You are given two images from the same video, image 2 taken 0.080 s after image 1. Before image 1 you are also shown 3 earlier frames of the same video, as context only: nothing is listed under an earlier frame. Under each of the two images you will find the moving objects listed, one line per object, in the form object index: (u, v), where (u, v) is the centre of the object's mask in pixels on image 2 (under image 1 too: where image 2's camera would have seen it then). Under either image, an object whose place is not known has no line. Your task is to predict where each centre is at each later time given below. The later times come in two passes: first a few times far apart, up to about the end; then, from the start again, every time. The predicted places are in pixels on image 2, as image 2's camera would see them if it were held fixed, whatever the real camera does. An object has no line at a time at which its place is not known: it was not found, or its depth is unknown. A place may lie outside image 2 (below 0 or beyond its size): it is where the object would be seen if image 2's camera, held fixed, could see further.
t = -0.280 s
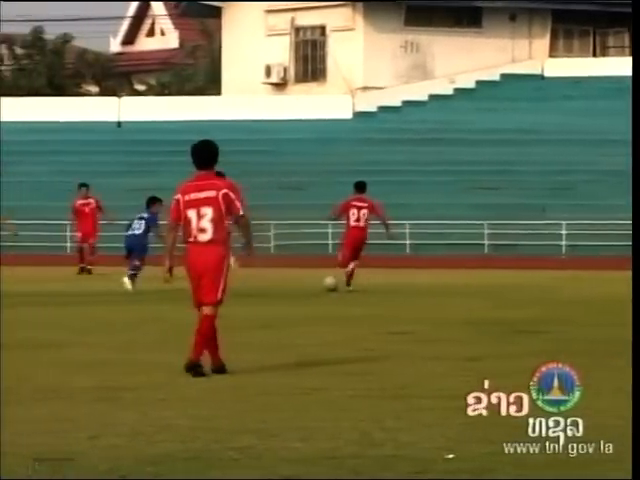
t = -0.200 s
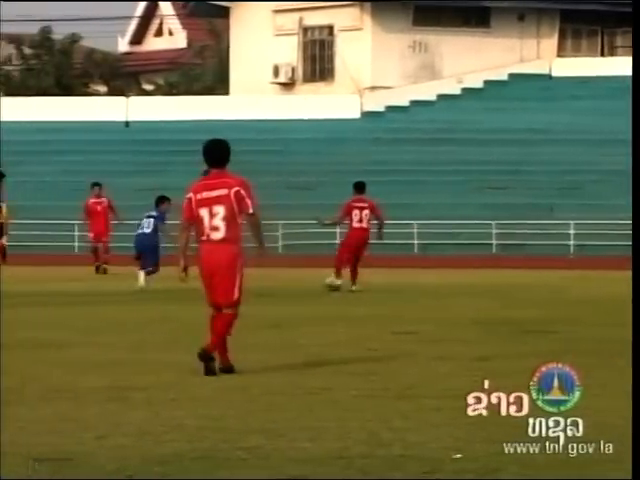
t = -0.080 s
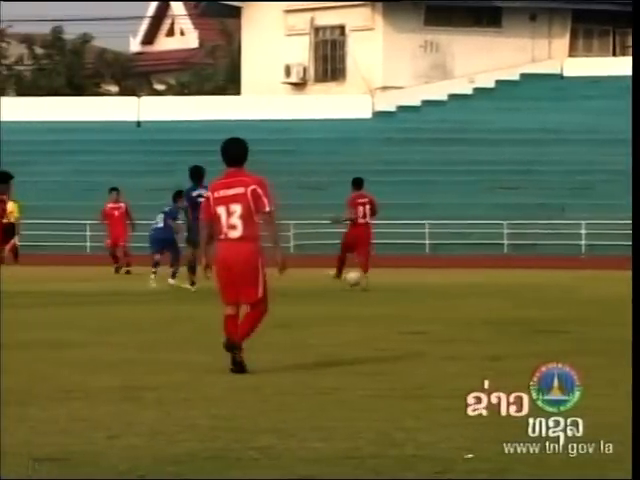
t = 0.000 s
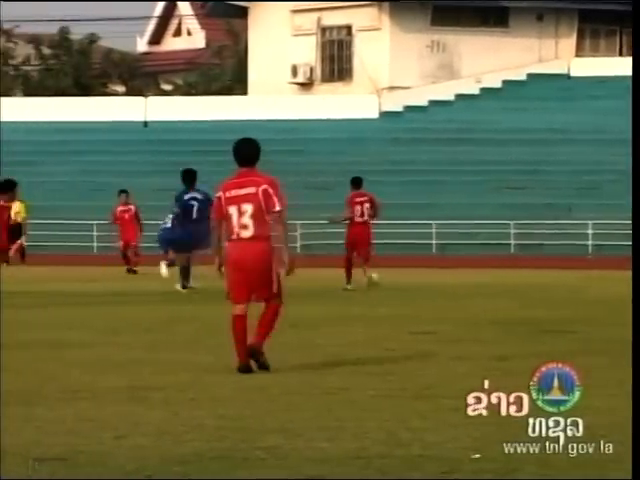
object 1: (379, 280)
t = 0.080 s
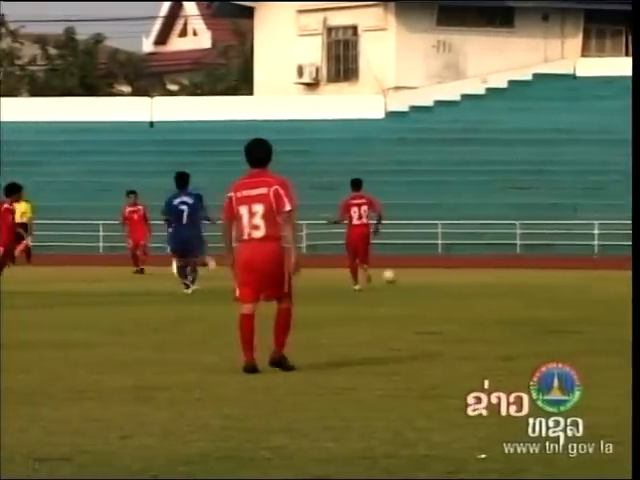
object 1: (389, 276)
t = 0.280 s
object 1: (417, 269)
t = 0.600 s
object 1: (453, 263)
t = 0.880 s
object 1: (477, 265)
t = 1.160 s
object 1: (495, 266)
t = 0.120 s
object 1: (394, 276)
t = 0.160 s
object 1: (401, 276)
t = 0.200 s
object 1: (406, 275)
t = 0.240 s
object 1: (412, 271)
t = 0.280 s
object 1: (417, 269)
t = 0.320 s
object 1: (423, 268)
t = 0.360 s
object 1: (427, 268)
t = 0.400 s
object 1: (431, 270)
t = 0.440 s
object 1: (437, 272)
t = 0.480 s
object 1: (442, 272)
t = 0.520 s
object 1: (445, 268)
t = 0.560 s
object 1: (450, 265)
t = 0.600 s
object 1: (453, 263)
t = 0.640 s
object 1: (457, 262)
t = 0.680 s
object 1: (460, 263)
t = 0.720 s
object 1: (464, 265)
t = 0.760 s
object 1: (468, 268)
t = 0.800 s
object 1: (471, 270)
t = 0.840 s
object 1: (474, 267)
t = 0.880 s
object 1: (477, 265)
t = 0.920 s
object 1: (479, 265)
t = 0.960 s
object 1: (482, 265)
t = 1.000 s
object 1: (485, 266)
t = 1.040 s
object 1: (488, 268)
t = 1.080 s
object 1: (490, 268)
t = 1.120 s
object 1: (493, 266)
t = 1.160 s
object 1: (495, 266)
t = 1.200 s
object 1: (498, 266)
